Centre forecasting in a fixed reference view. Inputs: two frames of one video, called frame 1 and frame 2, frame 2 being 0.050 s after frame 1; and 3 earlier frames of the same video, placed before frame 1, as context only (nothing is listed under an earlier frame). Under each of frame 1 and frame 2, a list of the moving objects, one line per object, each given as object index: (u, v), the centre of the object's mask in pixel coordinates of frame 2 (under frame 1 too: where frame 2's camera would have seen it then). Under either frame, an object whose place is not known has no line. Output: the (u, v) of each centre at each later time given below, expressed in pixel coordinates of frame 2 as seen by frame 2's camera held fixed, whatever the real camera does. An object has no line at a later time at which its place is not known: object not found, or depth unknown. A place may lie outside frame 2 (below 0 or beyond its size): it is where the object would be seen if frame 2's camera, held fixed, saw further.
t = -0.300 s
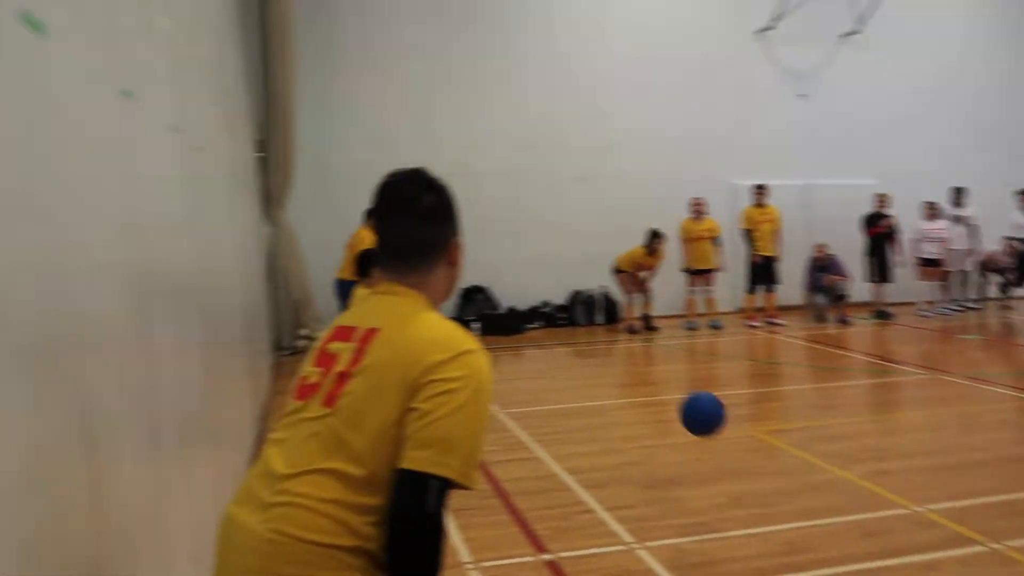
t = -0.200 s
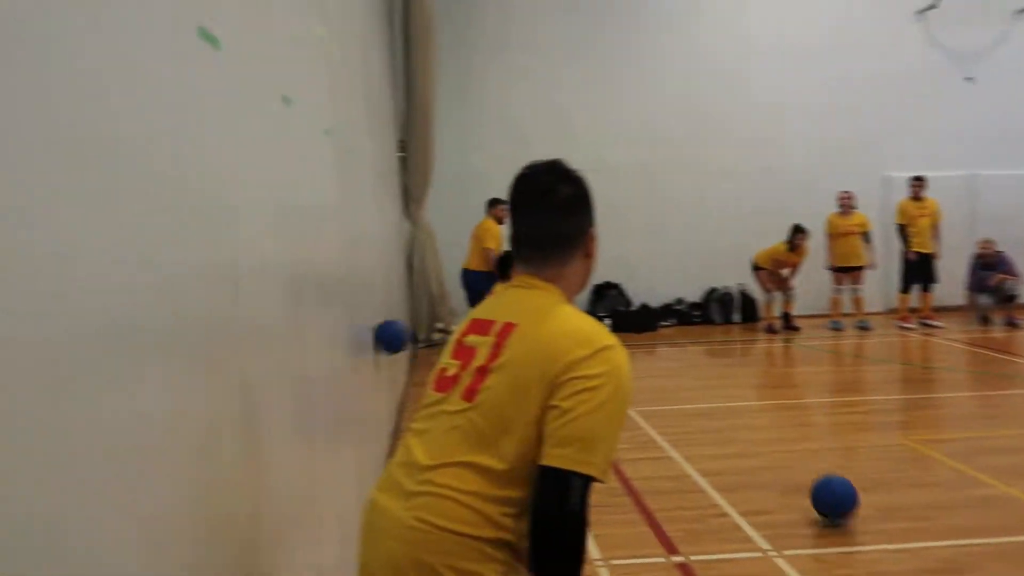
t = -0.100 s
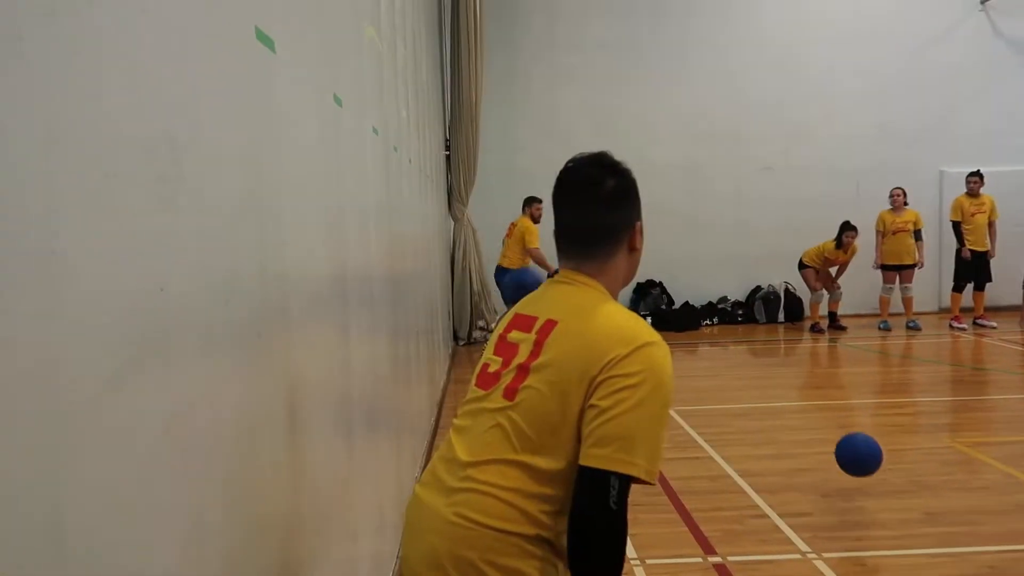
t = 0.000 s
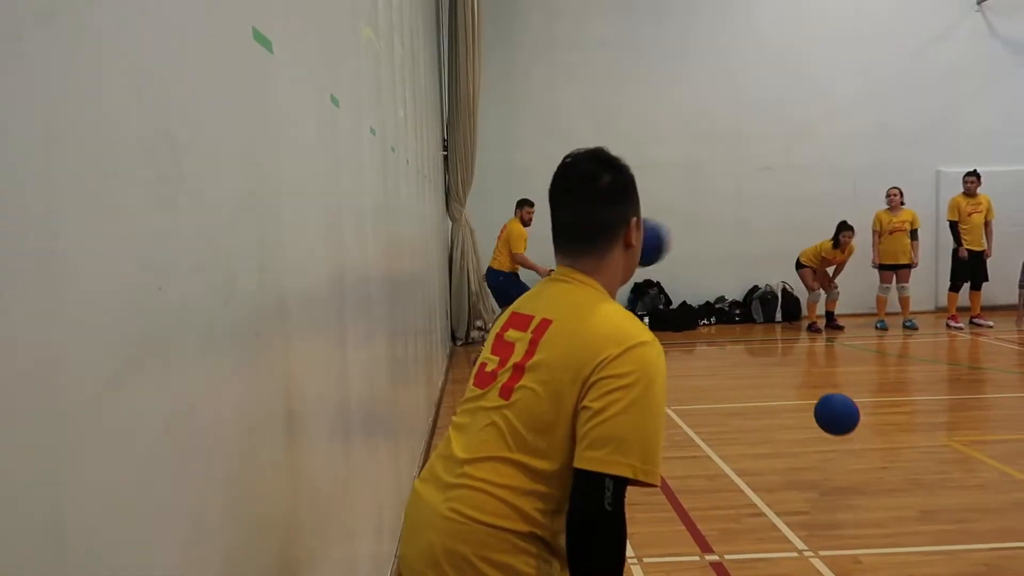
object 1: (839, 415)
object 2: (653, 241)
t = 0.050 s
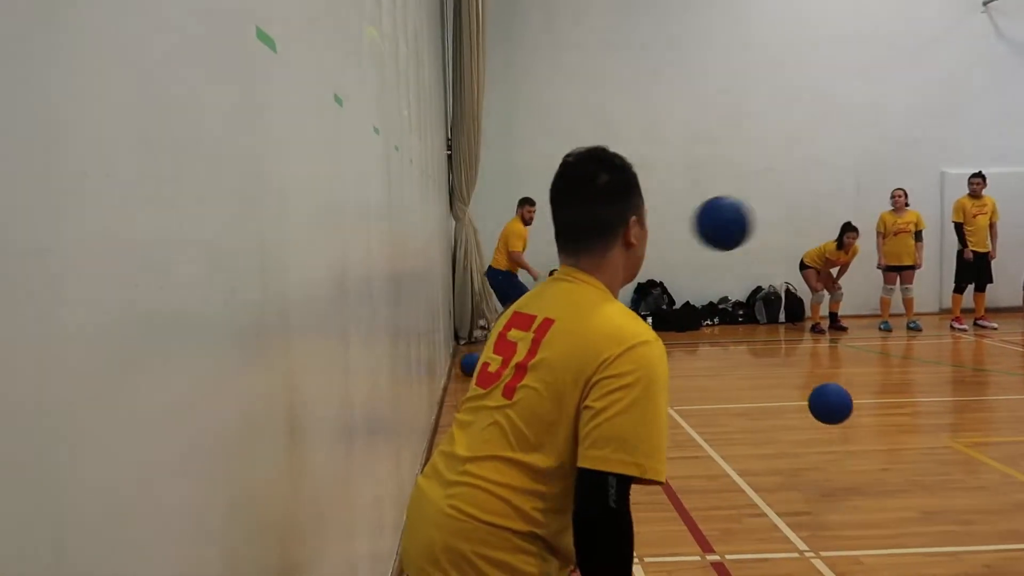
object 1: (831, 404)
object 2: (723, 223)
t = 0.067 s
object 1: (827, 401)
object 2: (752, 217)
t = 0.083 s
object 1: (825, 399)
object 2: (784, 211)
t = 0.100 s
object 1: (822, 397)
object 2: (817, 206)
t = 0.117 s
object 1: (819, 396)
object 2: (851, 201)
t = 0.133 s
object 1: (816, 396)
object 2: (891, 197)
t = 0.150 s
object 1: (813, 395)
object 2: (930, 193)
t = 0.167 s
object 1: (810, 396)
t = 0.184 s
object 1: (808, 397)
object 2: (1026, 188)
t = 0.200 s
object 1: (805, 399)
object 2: (1053, 186)
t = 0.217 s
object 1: (802, 400)
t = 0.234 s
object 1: (799, 403)
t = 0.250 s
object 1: (797, 406)
